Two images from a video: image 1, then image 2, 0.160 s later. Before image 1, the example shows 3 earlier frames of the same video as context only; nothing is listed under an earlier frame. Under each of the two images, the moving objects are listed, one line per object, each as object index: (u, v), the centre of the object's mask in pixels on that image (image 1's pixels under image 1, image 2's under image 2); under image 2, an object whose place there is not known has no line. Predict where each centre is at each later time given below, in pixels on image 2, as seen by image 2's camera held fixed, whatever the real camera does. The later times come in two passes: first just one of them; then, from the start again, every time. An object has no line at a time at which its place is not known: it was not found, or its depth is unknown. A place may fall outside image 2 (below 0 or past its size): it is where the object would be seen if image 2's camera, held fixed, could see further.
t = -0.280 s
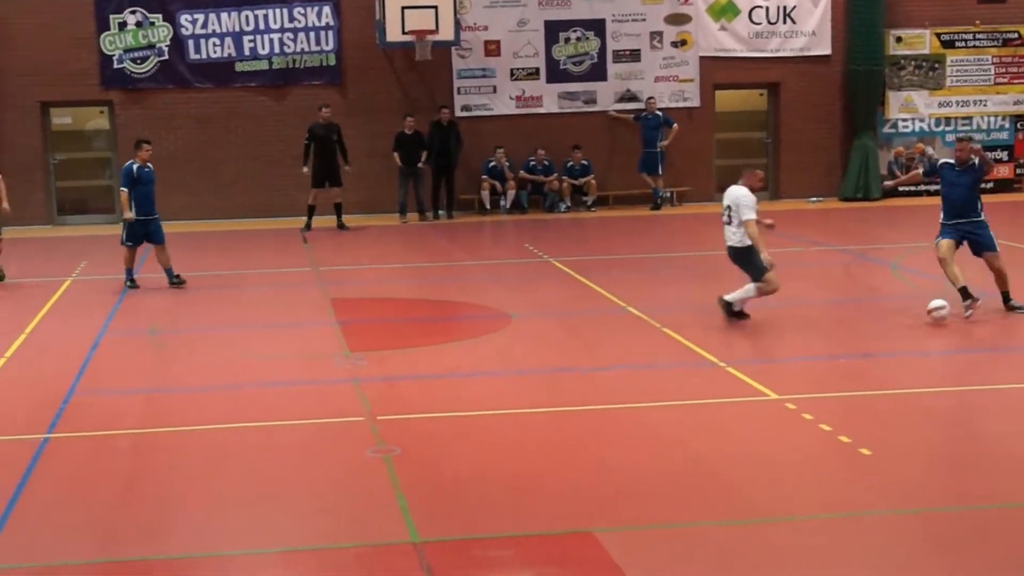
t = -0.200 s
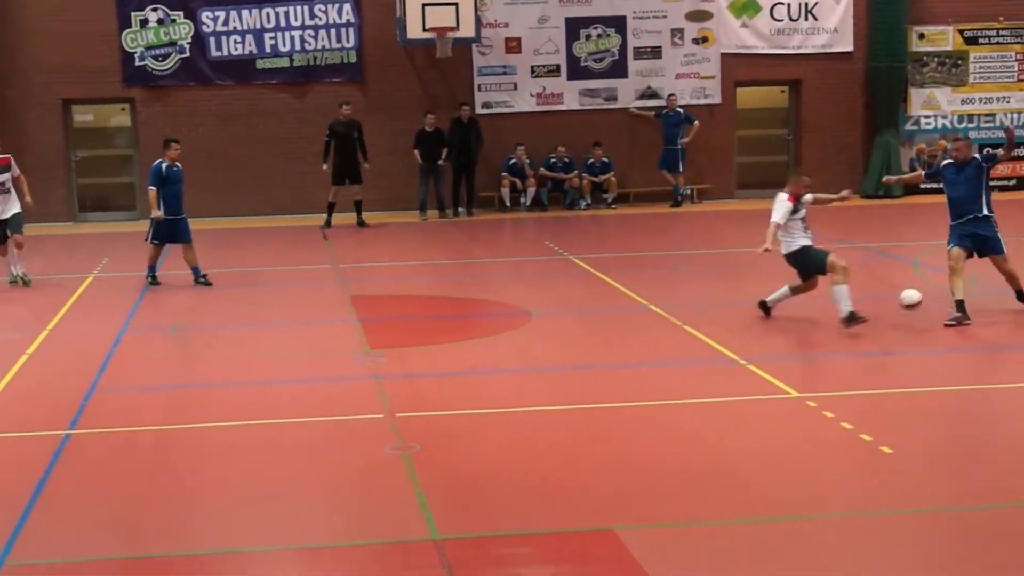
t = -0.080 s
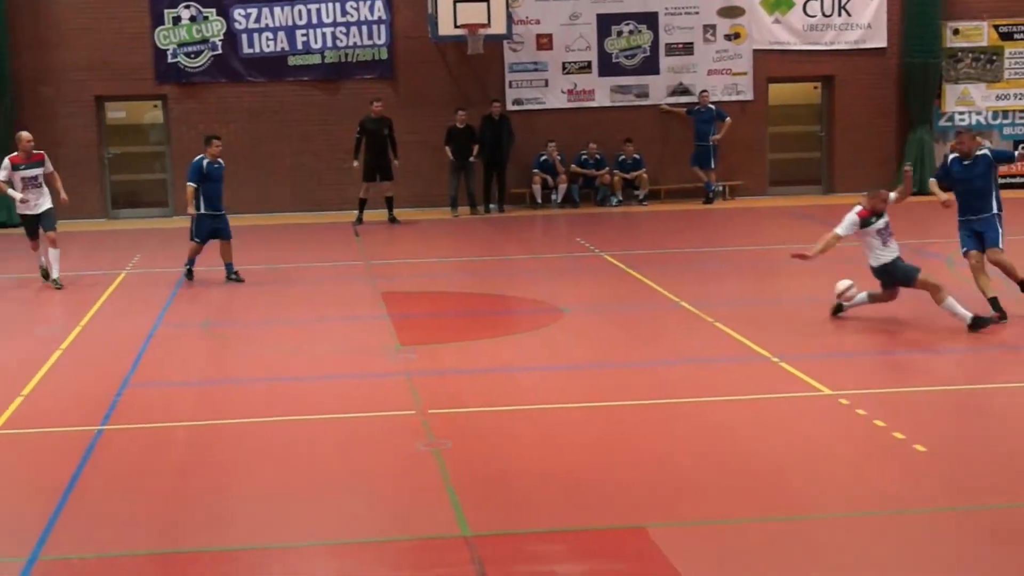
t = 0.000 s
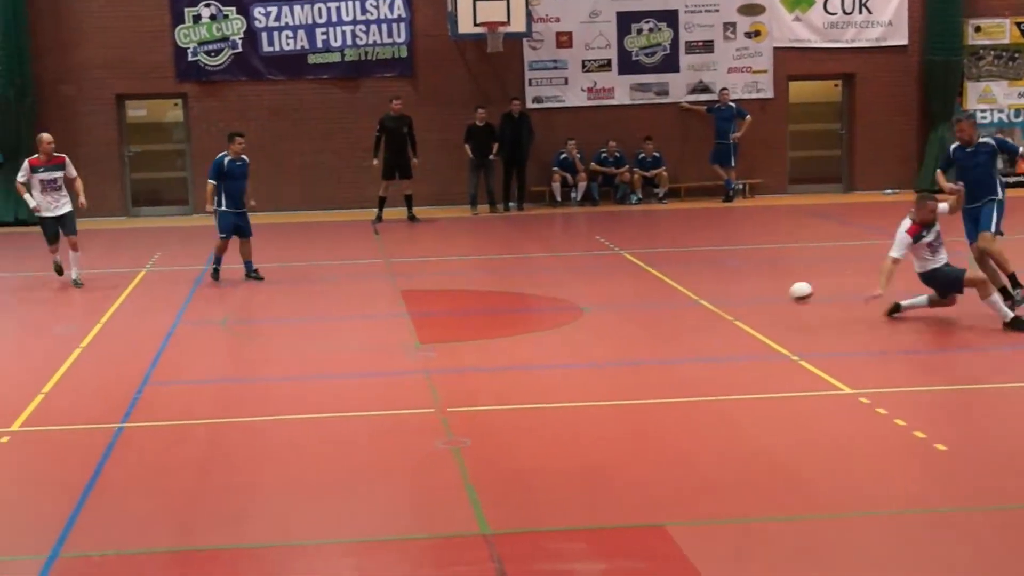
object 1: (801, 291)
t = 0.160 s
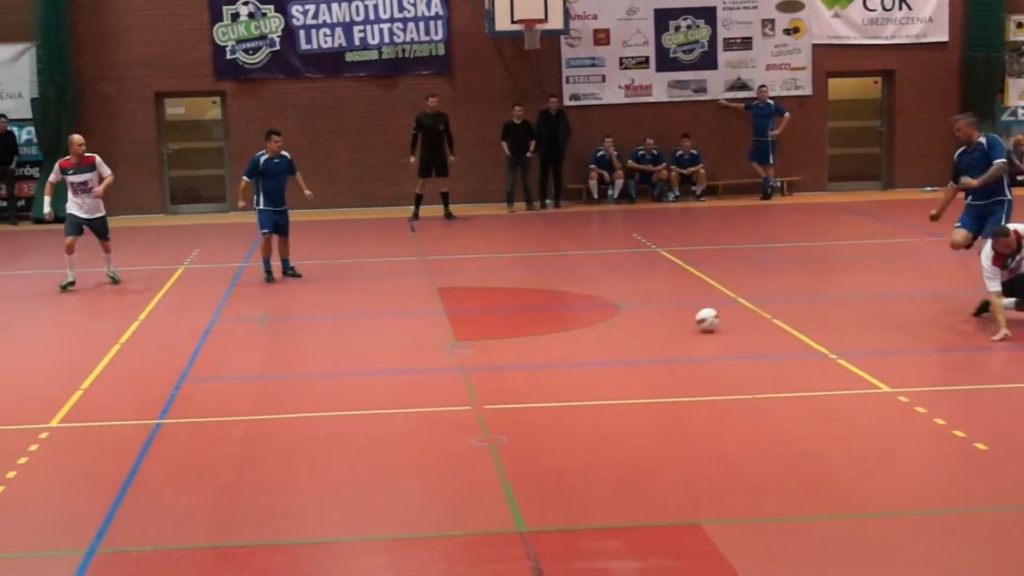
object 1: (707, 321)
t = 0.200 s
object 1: (682, 318)
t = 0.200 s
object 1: (682, 318)
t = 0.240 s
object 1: (658, 316)
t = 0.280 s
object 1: (633, 316)
